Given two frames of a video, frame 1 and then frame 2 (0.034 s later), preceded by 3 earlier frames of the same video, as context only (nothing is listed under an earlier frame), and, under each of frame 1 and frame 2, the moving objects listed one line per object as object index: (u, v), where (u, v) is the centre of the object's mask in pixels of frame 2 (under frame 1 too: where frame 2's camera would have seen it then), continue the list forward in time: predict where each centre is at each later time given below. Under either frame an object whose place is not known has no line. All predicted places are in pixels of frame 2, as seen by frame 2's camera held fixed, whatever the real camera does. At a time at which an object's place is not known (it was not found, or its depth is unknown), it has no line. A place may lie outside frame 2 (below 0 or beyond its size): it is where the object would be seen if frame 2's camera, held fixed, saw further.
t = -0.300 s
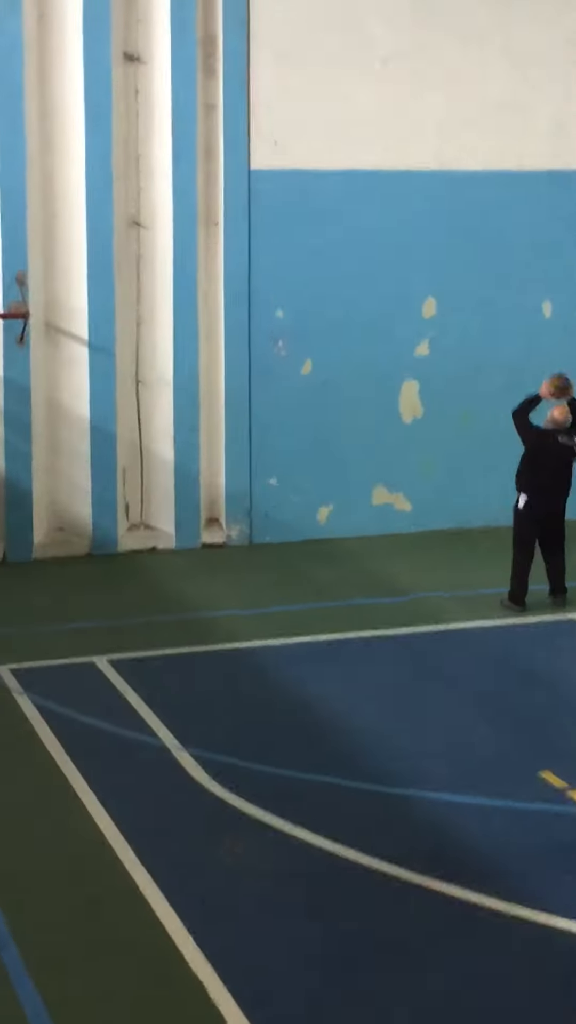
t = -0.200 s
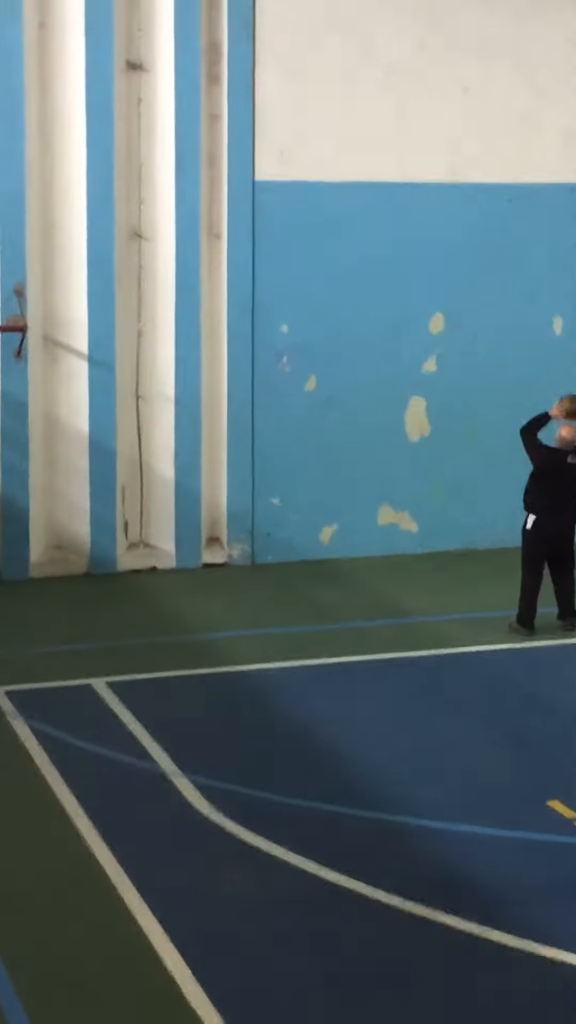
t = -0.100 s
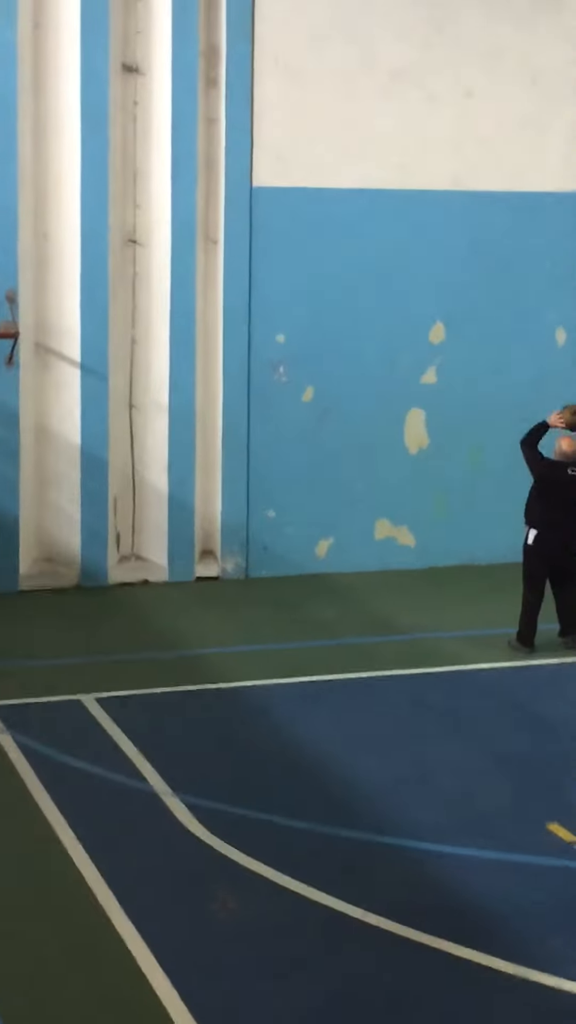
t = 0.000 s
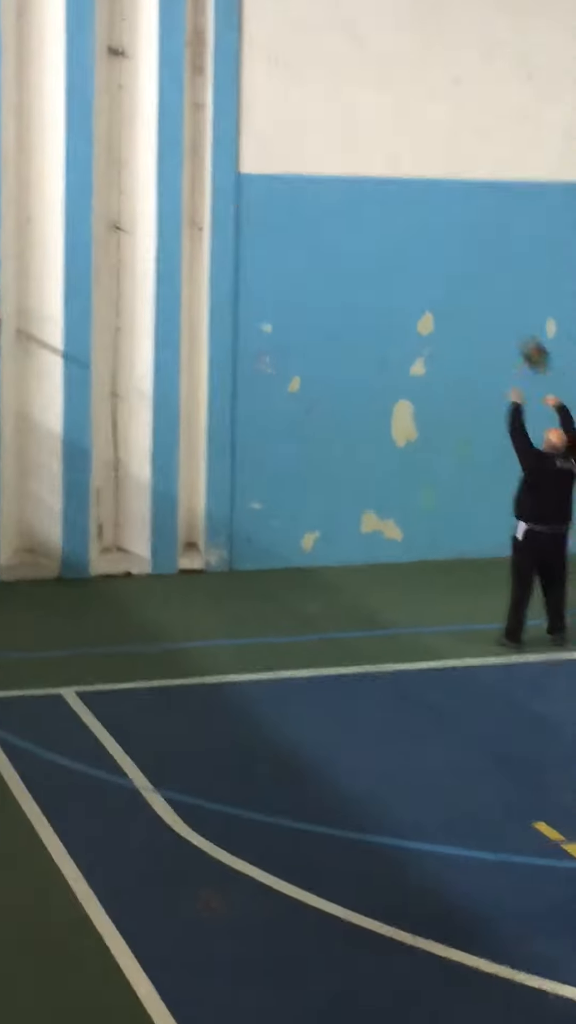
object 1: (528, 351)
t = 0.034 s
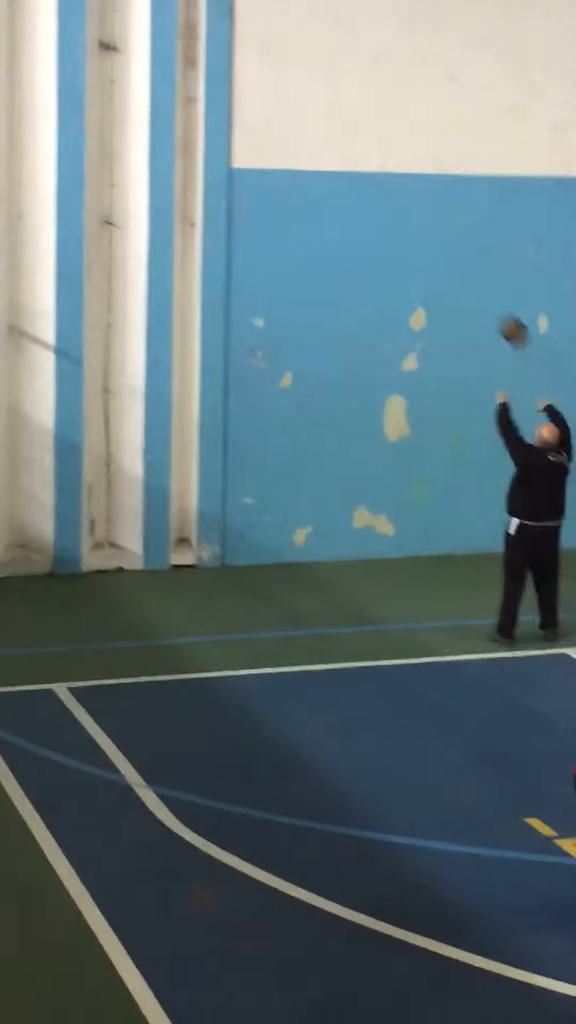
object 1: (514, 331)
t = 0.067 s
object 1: (501, 314)
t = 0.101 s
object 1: (488, 299)
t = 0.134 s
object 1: (477, 286)
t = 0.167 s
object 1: (464, 275)
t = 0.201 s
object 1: (453, 265)
